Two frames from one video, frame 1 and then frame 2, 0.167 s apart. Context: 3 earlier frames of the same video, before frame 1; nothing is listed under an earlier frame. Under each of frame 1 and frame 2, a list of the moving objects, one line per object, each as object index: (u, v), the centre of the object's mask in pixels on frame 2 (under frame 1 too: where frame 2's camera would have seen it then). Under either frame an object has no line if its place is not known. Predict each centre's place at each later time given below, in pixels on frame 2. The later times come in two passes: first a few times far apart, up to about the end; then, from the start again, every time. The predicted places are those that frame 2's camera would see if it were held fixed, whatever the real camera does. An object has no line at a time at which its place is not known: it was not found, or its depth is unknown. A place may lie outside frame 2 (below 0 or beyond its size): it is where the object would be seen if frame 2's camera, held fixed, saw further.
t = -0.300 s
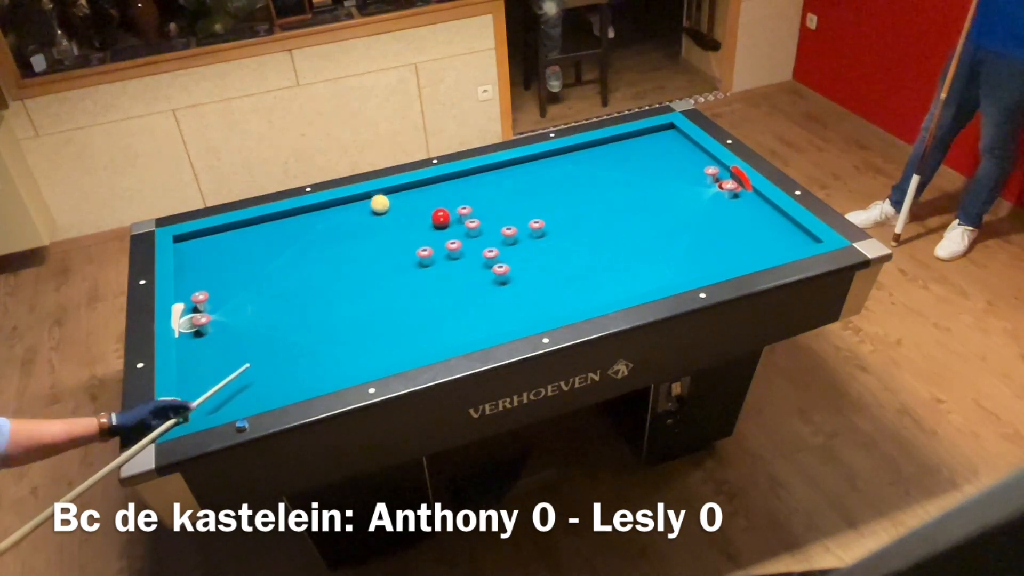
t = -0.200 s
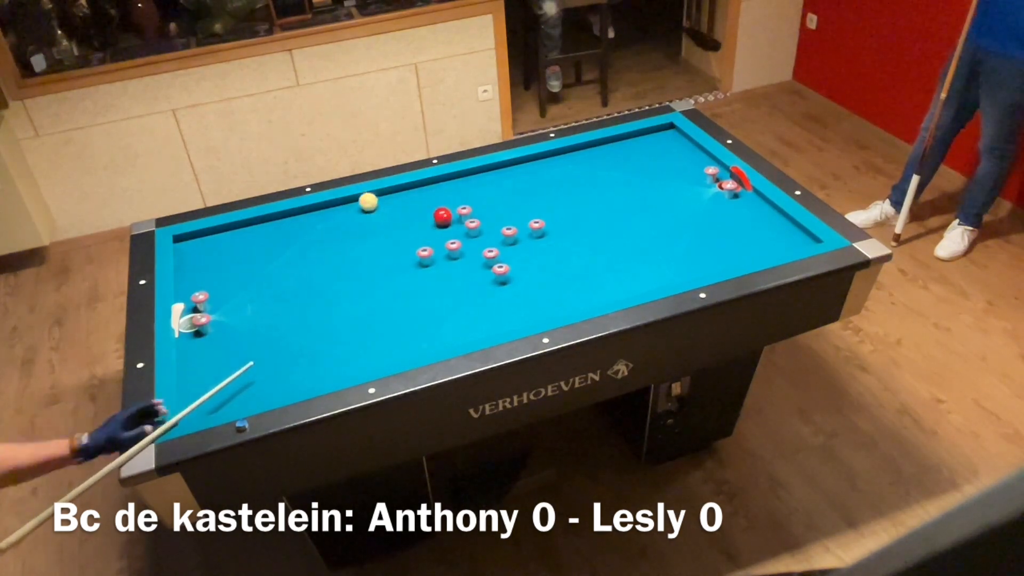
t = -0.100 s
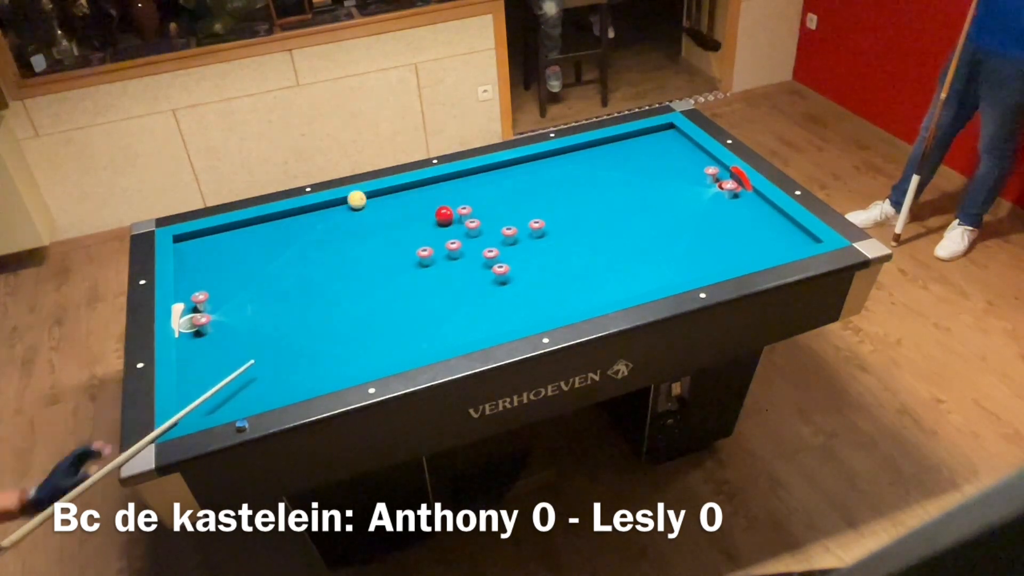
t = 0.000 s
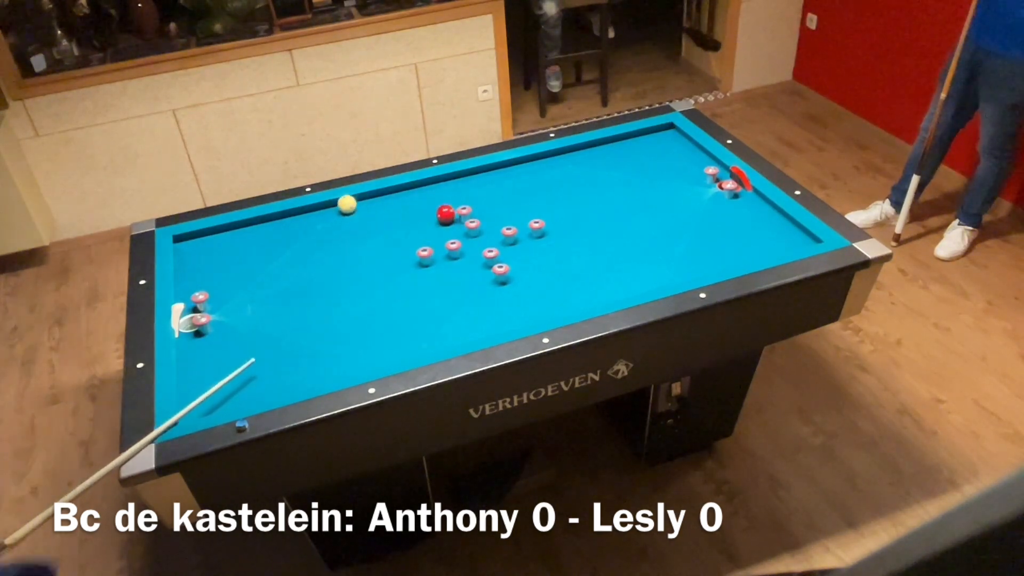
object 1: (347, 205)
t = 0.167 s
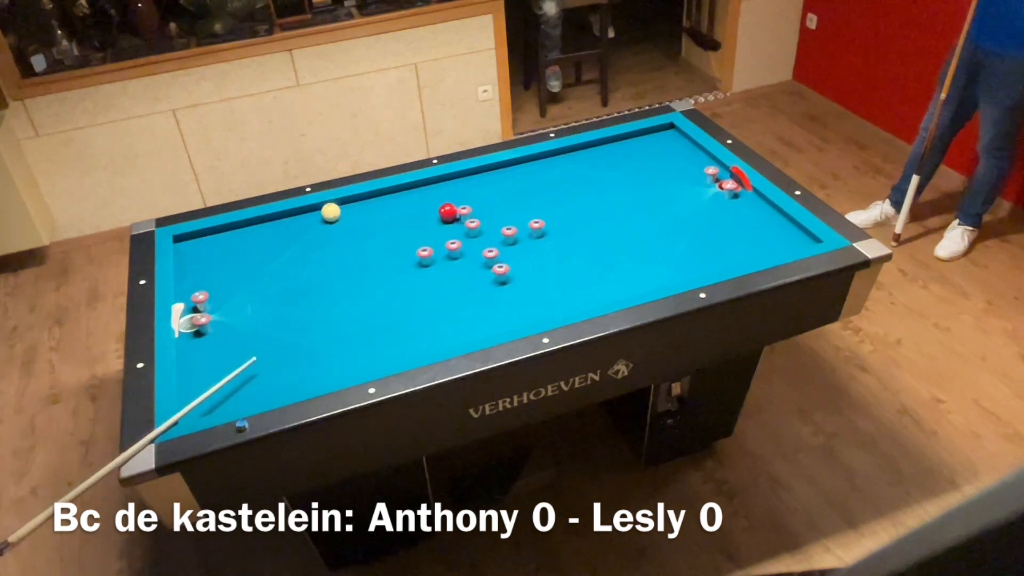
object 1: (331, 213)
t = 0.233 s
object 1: (324, 216)
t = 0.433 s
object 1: (305, 226)
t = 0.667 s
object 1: (282, 237)
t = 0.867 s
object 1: (262, 247)
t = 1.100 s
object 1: (239, 259)
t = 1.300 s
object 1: (219, 268)
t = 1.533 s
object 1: (196, 280)
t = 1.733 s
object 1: (190, 285)
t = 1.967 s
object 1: (205, 286)
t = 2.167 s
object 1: (215, 286)
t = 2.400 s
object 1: (226, 285)
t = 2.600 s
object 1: (234, 284)
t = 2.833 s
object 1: (243, 282)
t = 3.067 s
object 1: (252, 281)
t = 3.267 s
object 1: (258, 280)
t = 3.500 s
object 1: (264, 279)
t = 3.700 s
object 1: (269, 278)
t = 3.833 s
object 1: (271, 277)
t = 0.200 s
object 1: (328, 214)
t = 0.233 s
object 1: (324, 216)
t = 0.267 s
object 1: (321, 217)
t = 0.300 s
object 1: (318, 219)
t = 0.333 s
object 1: (315, 221)
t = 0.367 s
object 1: (311, 223)
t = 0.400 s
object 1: (308, 224)
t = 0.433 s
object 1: (305, 226)
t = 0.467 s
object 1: (302, 227)
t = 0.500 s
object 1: (298, 229)
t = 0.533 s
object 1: (295, 231)
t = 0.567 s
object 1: (292, 232)
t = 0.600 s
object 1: (288, 234)
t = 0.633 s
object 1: (285, 236)
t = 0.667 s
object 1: (282, 237)
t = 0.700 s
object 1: (278, 239)
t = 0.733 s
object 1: (275, 241)
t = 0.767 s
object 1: (272, 243)
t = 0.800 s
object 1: (269, 244)
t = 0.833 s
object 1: (265, 246)
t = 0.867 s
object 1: (262, 247)
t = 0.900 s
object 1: (259, 249)
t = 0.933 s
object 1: (255, 251)
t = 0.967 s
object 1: (252, 252)
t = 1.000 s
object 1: (249, 254)
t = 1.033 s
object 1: (245, 256)
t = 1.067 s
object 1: (242, 257)
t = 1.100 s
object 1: (239, 259)
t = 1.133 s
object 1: (236, 260)
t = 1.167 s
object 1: (232, 262)
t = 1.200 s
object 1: (229, 264)
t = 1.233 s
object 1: (226, 265)
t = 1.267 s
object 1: (222, 267)
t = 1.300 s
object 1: (219, 268)
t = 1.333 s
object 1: (216, 270)
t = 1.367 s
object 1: (212, 272)
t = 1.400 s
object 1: (209, 273)
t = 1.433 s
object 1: (206, 275)
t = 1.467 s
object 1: (203, 276)
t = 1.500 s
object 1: (199, 278)
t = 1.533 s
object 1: (196, 280)
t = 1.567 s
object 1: (192, 281)
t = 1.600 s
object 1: (189, 283)
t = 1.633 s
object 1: (186, 284)
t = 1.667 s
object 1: (186, 285)
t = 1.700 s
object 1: (188, 285)
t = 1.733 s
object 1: (190, 285)
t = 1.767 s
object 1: (192, 285)
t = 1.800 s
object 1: (194, 285)
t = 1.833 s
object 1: (196, 285)
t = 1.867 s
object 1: (199, 285)
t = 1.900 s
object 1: (200, 285)
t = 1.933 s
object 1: (203, 285)
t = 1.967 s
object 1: (205, 286)
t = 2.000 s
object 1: (207, 286)
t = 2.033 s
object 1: (209, 287)
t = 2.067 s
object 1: (210, 287)
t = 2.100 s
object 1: (212, 287)
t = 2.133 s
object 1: (214, 287)
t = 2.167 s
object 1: (215, 286)
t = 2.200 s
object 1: (217, 286)
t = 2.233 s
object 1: (218, 286)
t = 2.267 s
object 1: (220, 286)
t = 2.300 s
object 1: (221, 286)
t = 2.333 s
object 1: (223, 286)
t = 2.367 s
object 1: (224, 285)
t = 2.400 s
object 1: (226, 285)
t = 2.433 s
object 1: (227, 285)
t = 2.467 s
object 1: (229, 285)
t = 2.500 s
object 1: (230, 284)
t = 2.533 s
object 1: (232, 284)
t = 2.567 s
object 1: (233, 284)
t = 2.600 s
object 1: (234, 284)
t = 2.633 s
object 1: (236, 284)
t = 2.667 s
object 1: (237, 283)
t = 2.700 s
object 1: (238, 283)
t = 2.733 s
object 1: (240, 283)
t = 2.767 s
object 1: (241, 283)
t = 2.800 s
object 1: (242, 283)
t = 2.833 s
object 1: (243, 282)
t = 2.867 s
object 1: (244, 282)
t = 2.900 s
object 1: (246, 282)
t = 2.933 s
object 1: (247, 282)
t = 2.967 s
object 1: (248, 282)
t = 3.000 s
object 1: (249, 281)
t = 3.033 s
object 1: (250, 281)
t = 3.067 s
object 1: (252, 281)
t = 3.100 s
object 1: (253, 281)
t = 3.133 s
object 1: (253, 281)
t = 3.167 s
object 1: (255, 281)
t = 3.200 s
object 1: (256, 280)
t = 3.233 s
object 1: (257, 280)
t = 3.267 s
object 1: (258, 280)
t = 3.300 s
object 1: (259, 280)
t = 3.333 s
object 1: (260, 280)
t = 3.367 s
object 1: (260, 280)
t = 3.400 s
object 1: (261, 280)
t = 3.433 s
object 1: (262, 279)
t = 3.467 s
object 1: (263, 279)
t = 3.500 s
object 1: (264, 279)
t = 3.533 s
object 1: (265, 279)
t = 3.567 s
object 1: (266, 279)
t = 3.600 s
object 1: (266, 279)
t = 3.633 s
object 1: (267, 278)
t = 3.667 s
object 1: (268, 278)
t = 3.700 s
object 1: (269, 278)
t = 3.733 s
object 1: (269, 278)
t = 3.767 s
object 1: (270, 277)
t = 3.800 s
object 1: (270, 277)
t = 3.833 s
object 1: (271, 277)
